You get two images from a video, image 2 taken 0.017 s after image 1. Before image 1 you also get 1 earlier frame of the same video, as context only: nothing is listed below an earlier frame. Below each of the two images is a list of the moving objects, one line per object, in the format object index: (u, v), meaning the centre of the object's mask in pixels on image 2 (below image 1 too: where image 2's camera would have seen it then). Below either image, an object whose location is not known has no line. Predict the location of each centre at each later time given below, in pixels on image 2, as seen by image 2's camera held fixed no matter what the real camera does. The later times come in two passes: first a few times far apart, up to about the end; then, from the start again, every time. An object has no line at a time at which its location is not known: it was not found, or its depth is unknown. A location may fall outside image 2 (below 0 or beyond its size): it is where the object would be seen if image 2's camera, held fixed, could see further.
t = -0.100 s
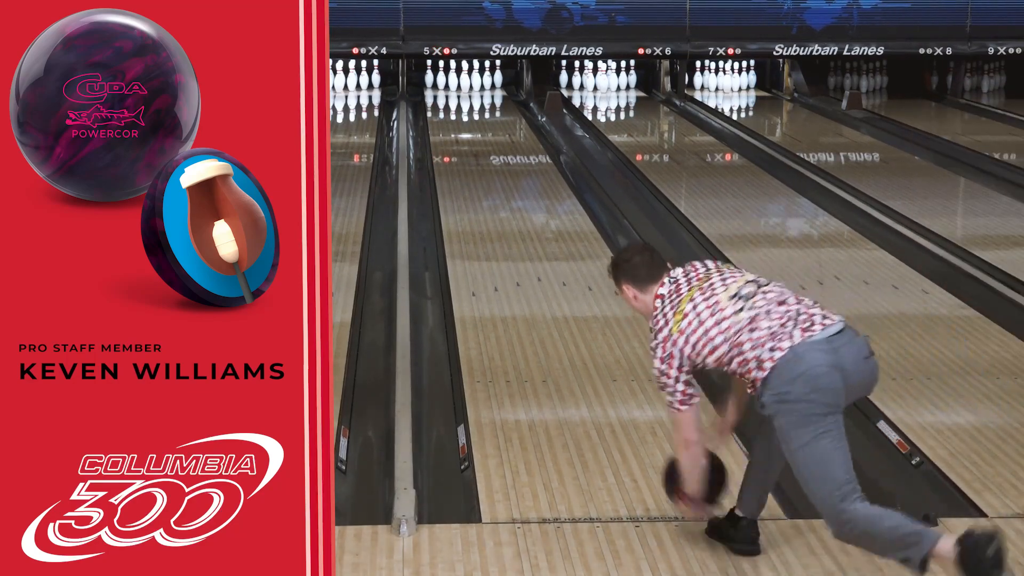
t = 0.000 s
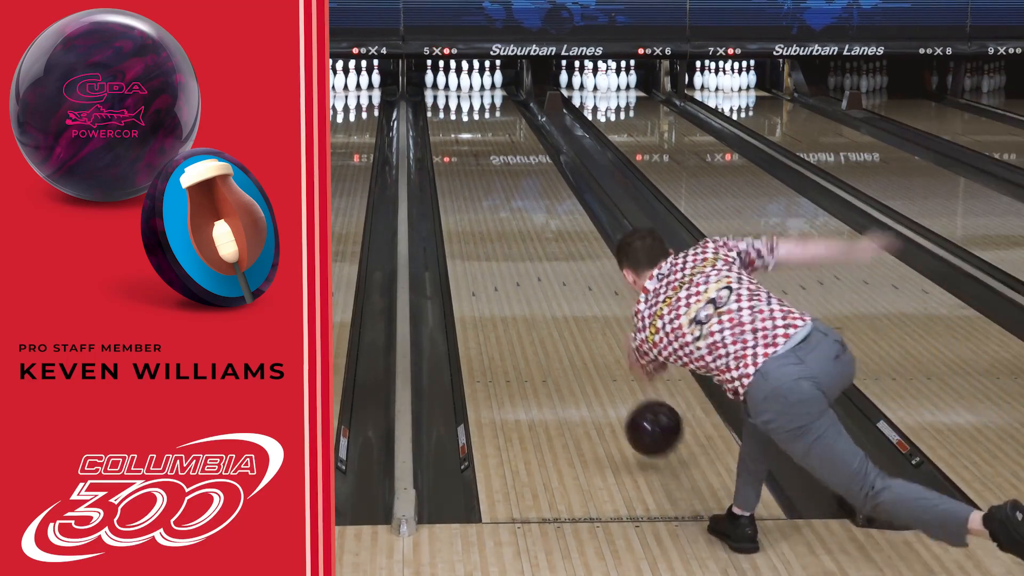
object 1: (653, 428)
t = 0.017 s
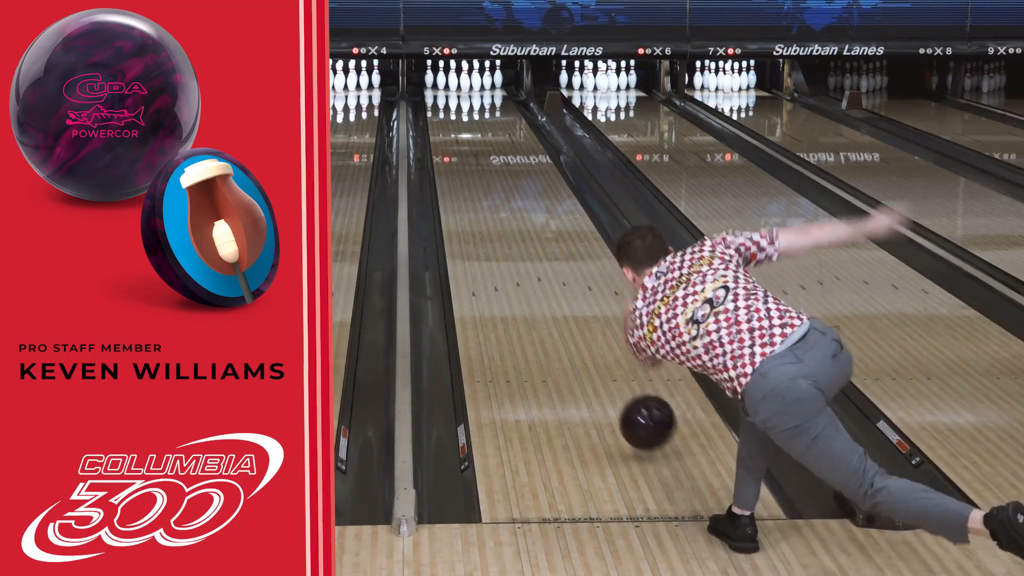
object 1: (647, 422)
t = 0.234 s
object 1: (582, 339)
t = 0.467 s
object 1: (536, 270)
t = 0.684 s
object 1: (506, 225)
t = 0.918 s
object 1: (482, 187)
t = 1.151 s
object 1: (465, 159)
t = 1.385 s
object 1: (452, 136)
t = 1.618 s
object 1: (444, 119)
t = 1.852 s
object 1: (443, 104)
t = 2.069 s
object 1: (451, 93)
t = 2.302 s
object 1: (459, 84)
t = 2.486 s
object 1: (459, 81)
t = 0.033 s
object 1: (641, 416)
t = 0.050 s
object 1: (635, 412)
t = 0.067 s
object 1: (629, 407)
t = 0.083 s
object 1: (624, 399)
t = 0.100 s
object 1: (619, 392)
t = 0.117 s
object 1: (613, 385)
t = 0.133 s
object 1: (608, 378)
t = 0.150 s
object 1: (604, 371)
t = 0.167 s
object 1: (599, 364)
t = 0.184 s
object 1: (595, 357)
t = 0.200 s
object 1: (590, 351)
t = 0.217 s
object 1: (586, 345)
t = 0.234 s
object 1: (582, 339)
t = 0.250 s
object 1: (578, 333)
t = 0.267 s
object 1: (574, 327)
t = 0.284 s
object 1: (571, 322)
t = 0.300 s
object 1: (567, 317)
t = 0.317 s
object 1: (563, 311)
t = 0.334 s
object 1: (560, 306)
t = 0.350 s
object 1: (556, 301)
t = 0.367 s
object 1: (553, 296)
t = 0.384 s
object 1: (550, 291)
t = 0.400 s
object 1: (547, 287)
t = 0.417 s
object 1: (544, 283)
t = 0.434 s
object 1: (541, 278)
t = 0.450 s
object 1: (538, 274)
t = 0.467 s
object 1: (536, 270)
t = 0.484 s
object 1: (533, 266)
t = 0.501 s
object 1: (530, 262)
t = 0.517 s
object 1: (528, 258)
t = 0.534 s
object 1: (526, 254)
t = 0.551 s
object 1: (523, 251)
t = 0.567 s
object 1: (521, 247)
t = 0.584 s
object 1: (518, 244)
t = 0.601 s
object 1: (516, 241)
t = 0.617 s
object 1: (514, 237)
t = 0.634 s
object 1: (512, 234)
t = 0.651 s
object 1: (510, 231)
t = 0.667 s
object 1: (508, 228)
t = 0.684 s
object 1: (506, 225)
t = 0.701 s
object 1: (504, 222)
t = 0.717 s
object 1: (502, 219)
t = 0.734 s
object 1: (500, 216)
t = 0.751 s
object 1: (498, 213)
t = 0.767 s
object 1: (496, 210)
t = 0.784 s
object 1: (495, 207)
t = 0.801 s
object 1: (493, 204)
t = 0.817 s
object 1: (492, 202)
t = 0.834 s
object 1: (490, 199)
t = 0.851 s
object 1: (488, 197)
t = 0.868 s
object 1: (487, 194)
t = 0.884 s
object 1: (485, 192)
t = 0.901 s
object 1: (484, 189)
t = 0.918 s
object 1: (482, 187)
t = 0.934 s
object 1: (481, 185)
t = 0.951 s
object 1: (479, 183)
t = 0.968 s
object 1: (478, 181)
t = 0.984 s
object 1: (477, 179)
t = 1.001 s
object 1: (475, 177)
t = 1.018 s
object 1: (474, 174)
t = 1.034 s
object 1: (473, 172)
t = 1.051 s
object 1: (472, 171)
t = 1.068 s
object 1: (471, 169)
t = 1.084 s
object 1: (470, 167)
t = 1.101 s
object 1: (468, 165)
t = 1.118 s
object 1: (467, 162)
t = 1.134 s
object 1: (466, 161)
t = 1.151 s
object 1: (465, 159)
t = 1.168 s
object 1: (464, 157)
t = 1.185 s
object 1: (463, 155)
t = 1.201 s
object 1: (462, 153)
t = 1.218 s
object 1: (461, 152)
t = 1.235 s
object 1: (460, 150)
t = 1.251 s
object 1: (459, 148)
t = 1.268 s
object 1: (458, 147)
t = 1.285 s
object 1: (457, 145)
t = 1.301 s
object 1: (456, 144)
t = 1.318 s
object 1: (455, 142)
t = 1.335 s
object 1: (455, 141)
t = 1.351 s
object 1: (454, 139)
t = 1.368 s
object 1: (453, 138)
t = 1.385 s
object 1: (452, 136)
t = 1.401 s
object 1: (452, 135)
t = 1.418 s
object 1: (451, 133)
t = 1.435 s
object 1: (450, 132)
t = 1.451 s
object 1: (449, 131)
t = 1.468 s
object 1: (449, 129)
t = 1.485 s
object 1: (448, 128)
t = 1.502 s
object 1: (448, 127)
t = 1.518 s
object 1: (447, 126)
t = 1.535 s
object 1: (446, 124)
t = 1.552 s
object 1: (446, 123)
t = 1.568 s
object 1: (446, 122)
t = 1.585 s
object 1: (445, 121)
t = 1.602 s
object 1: (445, 120)
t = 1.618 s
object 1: (444, 119)
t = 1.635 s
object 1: (444, 118)
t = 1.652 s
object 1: (444, 116)
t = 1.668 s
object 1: (443, 115)
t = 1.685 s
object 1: (443, 114)
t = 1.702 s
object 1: (443, 113)
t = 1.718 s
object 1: (443, 112)
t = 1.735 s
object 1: (443, 111)
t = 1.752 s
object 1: (443, 110)
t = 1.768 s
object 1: (443, 108)
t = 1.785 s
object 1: (443, 107)
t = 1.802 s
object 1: (443, 107)
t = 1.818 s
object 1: (443, 105)
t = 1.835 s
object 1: (444, 104)
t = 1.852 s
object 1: (443, 104)
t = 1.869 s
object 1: (444, 103)
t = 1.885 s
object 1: (444, 102)
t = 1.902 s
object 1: (444, 101)
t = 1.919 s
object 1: (445, 100)
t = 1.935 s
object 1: (445, 99)
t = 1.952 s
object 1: (446, 99)
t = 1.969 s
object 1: (446, 98)
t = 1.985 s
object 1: (447, 97)
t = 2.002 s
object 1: (448, 96)
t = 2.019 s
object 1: (449, 95)
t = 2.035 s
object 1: (449, 95)
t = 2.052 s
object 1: (450, 94)
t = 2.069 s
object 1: (451, 93)
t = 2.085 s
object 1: (452, 92)
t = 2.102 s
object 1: (452, 92)
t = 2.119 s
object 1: (453, 91)
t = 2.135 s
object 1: (454, 90)
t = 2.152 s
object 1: (455, 90)
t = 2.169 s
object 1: (455, 89)
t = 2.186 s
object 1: (456, 88)
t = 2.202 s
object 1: (457, 88)
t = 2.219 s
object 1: (458, 87)
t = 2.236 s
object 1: (459, 86)
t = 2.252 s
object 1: (459, 86)
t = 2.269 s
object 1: (459, 85)
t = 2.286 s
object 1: (459, 85)
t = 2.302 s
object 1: (459, 84)
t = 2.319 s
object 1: (459, 84)
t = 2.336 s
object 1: (459, 84)
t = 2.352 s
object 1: (459, 83)
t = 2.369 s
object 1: (459, 83)
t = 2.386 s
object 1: (459, 83)
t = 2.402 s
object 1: (459, 82)
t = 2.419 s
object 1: (459, 82)
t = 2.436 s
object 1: (459, 82)
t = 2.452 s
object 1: (458, 81)
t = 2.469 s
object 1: (458, 81)
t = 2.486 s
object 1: (459, 81)
